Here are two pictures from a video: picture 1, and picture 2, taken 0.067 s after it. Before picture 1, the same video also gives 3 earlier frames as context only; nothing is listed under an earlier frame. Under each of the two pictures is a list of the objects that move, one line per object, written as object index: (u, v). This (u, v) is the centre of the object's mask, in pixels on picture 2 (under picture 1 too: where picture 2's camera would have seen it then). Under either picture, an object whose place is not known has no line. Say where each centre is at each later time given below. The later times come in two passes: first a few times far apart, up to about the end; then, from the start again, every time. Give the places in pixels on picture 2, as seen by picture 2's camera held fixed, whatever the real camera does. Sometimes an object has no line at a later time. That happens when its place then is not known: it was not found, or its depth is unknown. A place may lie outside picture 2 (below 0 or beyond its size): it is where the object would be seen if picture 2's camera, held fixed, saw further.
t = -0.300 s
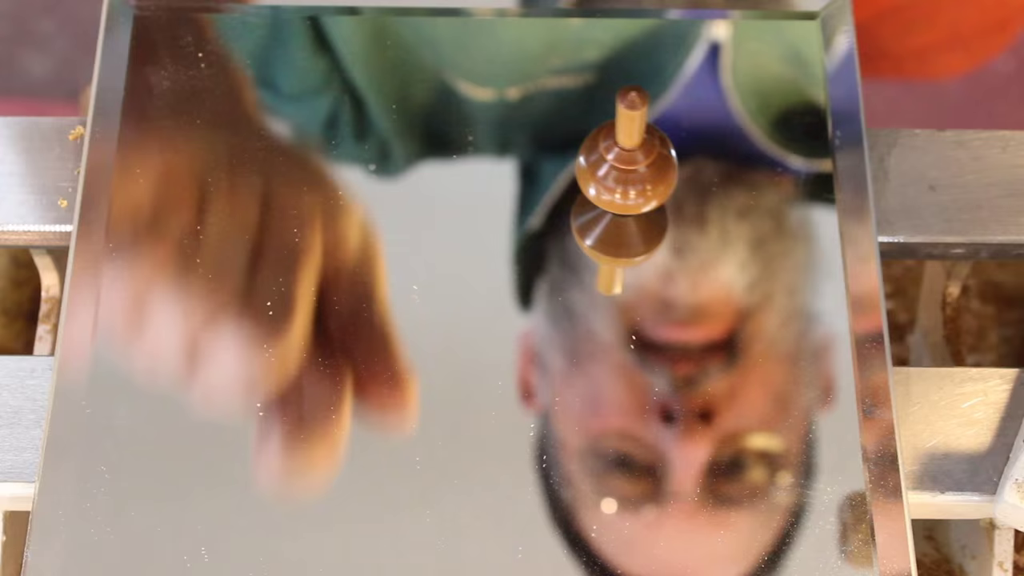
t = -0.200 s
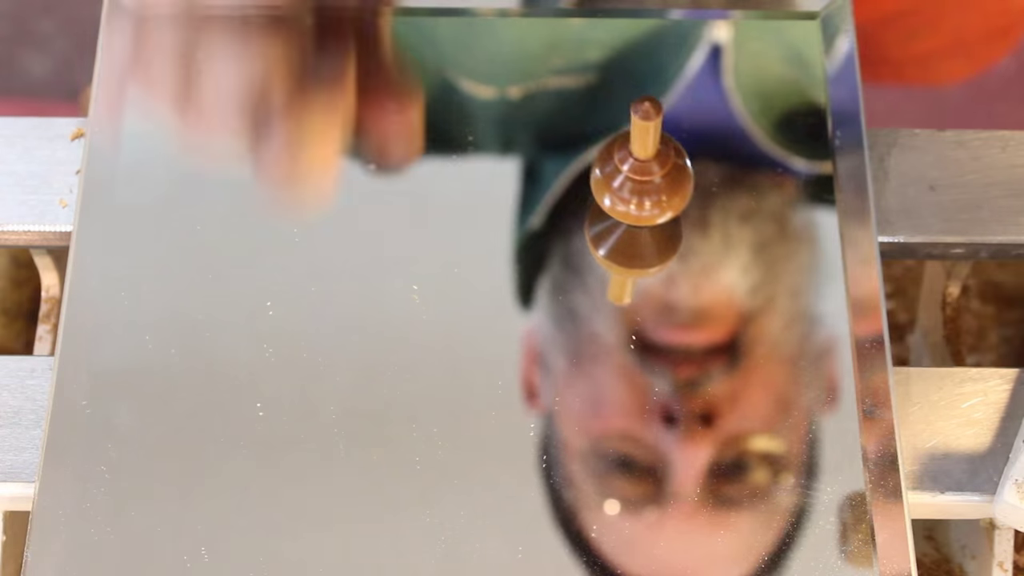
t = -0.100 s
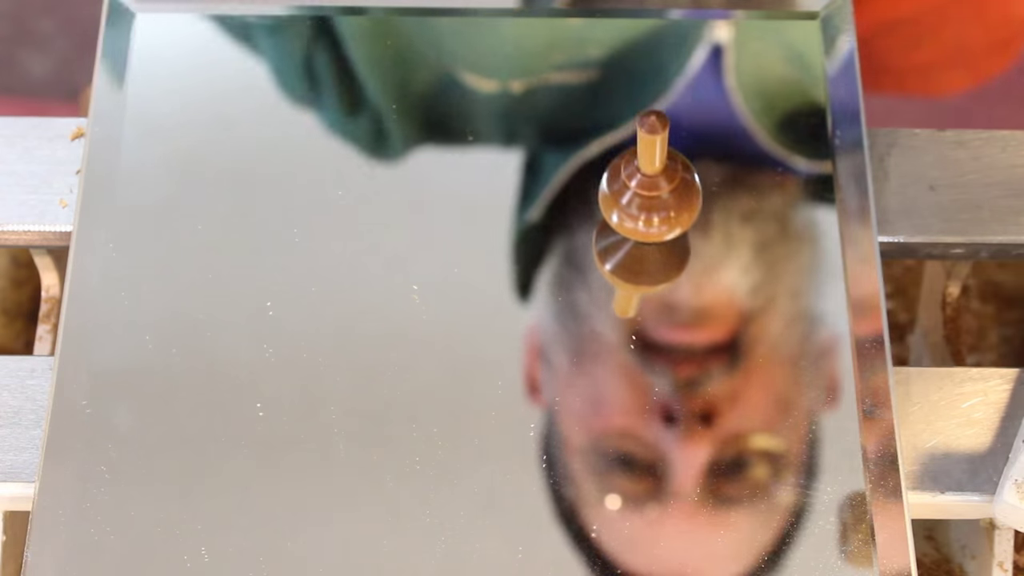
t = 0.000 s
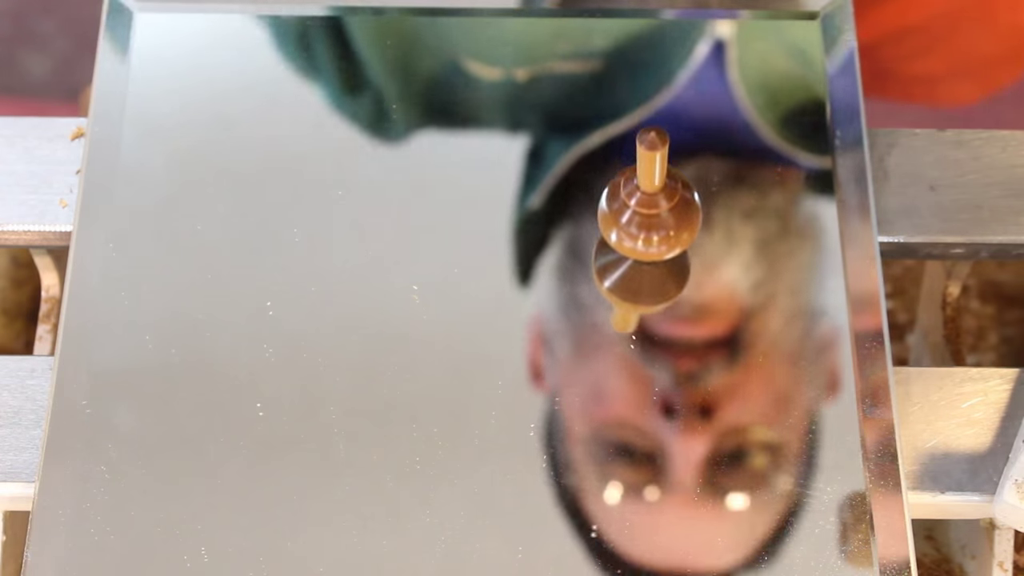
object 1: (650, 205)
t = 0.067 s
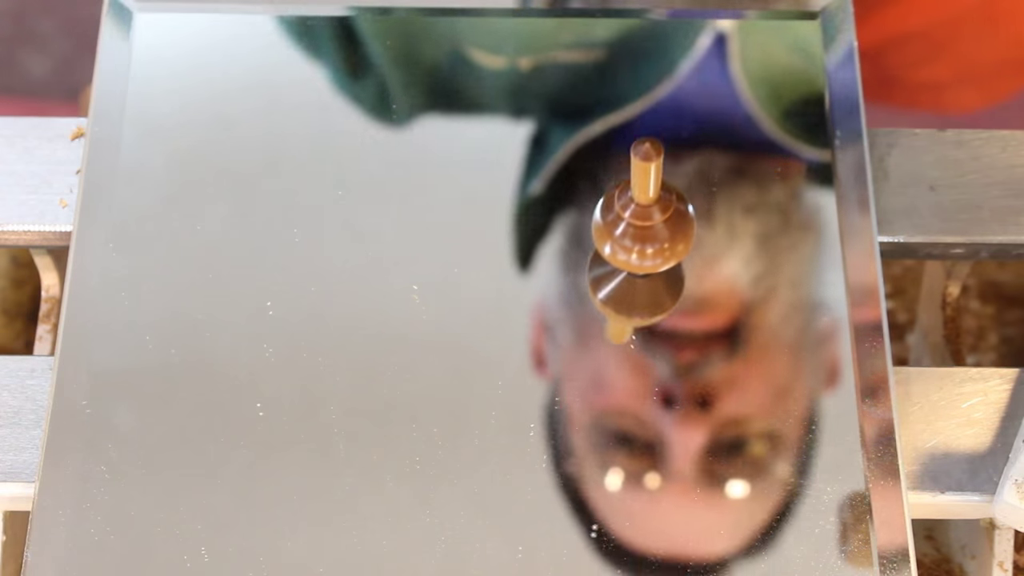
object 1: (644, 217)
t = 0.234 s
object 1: (613, 239)
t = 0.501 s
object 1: (550, 236)
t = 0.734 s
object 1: (525, 202)
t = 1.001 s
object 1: (546, 174)
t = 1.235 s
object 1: (577, 185)
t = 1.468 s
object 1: (578, 220)
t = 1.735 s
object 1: (534, 247)
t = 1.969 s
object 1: (488, 233)
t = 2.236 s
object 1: (477, 197)
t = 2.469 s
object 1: (501, 184)
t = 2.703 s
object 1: (524, 202)
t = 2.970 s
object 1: (507, 238)
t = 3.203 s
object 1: (463, 247)
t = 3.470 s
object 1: (426, 224)
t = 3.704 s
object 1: (432, 199)
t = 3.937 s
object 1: (456, 198)
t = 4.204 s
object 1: (463, 227)
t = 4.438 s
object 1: (433, 248)
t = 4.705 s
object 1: (389, 241)
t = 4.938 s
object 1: (377, 217)
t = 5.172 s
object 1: (393, 202)
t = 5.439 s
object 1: (409, 216)
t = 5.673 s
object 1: (398, 240)
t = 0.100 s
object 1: (639, 222)
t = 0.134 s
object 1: (633, 228)
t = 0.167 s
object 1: (627, 232)
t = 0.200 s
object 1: (620, 236)
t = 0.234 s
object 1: (613, 239)
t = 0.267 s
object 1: (605, 242)
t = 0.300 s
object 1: (597, 243)
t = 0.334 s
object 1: (588, 244)
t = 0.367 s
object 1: (581, 245)
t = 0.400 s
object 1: (572, 244)
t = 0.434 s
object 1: (564, 242)
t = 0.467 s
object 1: (557, 239)
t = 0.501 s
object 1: (550, 236)
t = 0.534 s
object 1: (544, 233)
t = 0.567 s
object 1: (539, 228)
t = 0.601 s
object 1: (534, 224)
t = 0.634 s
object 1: (530, 218)
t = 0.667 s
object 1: (527, 213)
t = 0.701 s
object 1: (525, 208)
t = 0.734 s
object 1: (525, 202)
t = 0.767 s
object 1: (525, 197)
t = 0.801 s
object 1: (526, 192)
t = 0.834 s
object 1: (528, 188)
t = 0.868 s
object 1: (530, 184)
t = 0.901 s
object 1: (533, 180)
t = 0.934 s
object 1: (537, 177)
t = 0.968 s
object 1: (542, 175)
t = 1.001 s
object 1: (546, 174)
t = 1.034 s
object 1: (551, 173)
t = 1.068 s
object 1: (556, 173)
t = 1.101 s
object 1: (561, 174)
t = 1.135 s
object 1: (566, 176)
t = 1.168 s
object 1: (570, 178)
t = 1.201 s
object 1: (574, 181)
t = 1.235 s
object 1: (577, 185)
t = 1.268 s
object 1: (580, 189)
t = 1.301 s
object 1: (582, 194)
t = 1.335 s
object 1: (583, 198)
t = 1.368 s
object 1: (583, 204)
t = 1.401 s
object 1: (583, 209)
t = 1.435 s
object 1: (581, 215)
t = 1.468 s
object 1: (578, 220)
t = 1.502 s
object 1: (575, 225)
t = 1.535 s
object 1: (571, 230)
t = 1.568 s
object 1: (566, 234)
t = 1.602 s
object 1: (560, 238)
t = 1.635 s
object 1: (553, 241)
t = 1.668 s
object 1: (547, 244)
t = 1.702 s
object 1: (540, 245)
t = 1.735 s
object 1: (534, 247)
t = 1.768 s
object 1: (526, 247)
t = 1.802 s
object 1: (519, 247)
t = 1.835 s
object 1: (512, 245)
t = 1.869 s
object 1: (505, 243)
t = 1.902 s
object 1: (499, 241)
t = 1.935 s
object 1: (493, 237)
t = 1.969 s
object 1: (488, 233)
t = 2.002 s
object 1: (484, 229)
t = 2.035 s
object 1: (480, 224)
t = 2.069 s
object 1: (478, 220)
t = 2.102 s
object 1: (476, 215)
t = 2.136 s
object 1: (475, 210)
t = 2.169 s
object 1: (474, 205)
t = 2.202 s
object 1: (475, 201)
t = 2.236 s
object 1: (477, 197)
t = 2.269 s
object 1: (479, 194)
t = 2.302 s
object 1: (482, 191)
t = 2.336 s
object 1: (485, 188)
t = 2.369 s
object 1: (489, 186)
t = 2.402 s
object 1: (493, 185)
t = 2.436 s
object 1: (497, 184)
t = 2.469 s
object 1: (501, 184)
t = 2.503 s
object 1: (506, 185)
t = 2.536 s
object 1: (510, 186)
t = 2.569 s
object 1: (513, 189)
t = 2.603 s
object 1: (517, 191)
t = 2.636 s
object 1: (520, 195)
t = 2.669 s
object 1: (522, 198)
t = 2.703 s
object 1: (524, 202)
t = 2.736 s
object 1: (524, 207)
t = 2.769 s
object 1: (524, 211)
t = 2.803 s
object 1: (523, 216)
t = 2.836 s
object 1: (522, 220)
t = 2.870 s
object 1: (519, 225)
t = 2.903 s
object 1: (516, 230)
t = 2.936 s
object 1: (512, 234)
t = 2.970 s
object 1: (507, 238)
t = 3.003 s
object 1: (502, 240)
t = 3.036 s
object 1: (496, 243)
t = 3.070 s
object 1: (489, 245)
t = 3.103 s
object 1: (483, 247)
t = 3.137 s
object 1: (476, 247)
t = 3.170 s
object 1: (469, 248)
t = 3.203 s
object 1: (463, 247)
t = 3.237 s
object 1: (456, 246)
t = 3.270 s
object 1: (450, 244)
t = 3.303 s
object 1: (444, 241)
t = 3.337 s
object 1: (439, 238)
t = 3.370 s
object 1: (435, 235)
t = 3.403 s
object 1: (431, 232)
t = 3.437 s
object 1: (428, 228)
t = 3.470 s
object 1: (426, 224)
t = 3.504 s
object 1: (425, 220)
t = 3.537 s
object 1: (424, 216)
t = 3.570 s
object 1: (425, 211)
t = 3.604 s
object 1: (426, 208)
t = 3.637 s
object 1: (427, 205)
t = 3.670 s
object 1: (429, 202)
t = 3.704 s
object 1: (432, 199)
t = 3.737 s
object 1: (435, 197)
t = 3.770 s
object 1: (439, 196)
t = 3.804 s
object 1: (442, 195)
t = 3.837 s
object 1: (446, 195)
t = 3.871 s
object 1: (450, 196)
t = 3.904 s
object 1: (453, 197)
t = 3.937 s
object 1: (456, 198)
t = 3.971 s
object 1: (459, 201)
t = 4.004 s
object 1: (462, 203)
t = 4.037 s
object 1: (464, 207)
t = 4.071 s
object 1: (465, 211)
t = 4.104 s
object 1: (465, 214)
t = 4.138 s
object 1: (465, 218)
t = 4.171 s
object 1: (465, 222)
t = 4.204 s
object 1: (463, 227)
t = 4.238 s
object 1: (461, 230)
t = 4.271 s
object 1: (457, 234)
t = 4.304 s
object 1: (453, 238)
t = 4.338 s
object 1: (449, 241)
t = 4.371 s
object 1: (444, 244)
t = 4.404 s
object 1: (439, 246)
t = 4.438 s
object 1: (433, 248)
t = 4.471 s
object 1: (427, 249)
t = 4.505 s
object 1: (421, 249)
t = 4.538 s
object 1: (415, 250)
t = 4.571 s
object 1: (409, 249)
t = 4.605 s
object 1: (403, 248)
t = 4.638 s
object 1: (398, 246)
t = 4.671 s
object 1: (393, 244)
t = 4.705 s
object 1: (389, 241)
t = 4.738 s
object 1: (385, 238)
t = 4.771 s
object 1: (382, 234)
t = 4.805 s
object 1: (380, 231)
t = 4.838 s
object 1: (378, 227)
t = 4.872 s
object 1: (377, 224)
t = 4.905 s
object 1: (377, 220)
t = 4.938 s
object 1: (377, 217)
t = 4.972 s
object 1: (378, 213)
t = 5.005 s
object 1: (380, 210)
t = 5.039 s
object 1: (382, 208)
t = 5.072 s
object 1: (384, 206)
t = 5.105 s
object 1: (386, 204)
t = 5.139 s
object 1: (389, 203)
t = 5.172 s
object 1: (393, 202)
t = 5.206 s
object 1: (396, 202)
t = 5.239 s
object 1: (398, 202)
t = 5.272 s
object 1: (401, 204)
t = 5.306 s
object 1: (404, 205)
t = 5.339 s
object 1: (406, 207)
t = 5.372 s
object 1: (407, 210)
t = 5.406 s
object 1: (409, 213)
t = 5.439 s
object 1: (409, 216)
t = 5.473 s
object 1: (410, 219)
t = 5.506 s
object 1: (409, 223)
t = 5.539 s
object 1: (408, 226)
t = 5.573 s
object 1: (406, 230)
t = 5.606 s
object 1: (404, 234)
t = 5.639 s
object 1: (401, 237)
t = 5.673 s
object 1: (398, 240)
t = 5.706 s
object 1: (394, 243)
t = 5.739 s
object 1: (392, 246)
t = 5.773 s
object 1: (388, 251)
